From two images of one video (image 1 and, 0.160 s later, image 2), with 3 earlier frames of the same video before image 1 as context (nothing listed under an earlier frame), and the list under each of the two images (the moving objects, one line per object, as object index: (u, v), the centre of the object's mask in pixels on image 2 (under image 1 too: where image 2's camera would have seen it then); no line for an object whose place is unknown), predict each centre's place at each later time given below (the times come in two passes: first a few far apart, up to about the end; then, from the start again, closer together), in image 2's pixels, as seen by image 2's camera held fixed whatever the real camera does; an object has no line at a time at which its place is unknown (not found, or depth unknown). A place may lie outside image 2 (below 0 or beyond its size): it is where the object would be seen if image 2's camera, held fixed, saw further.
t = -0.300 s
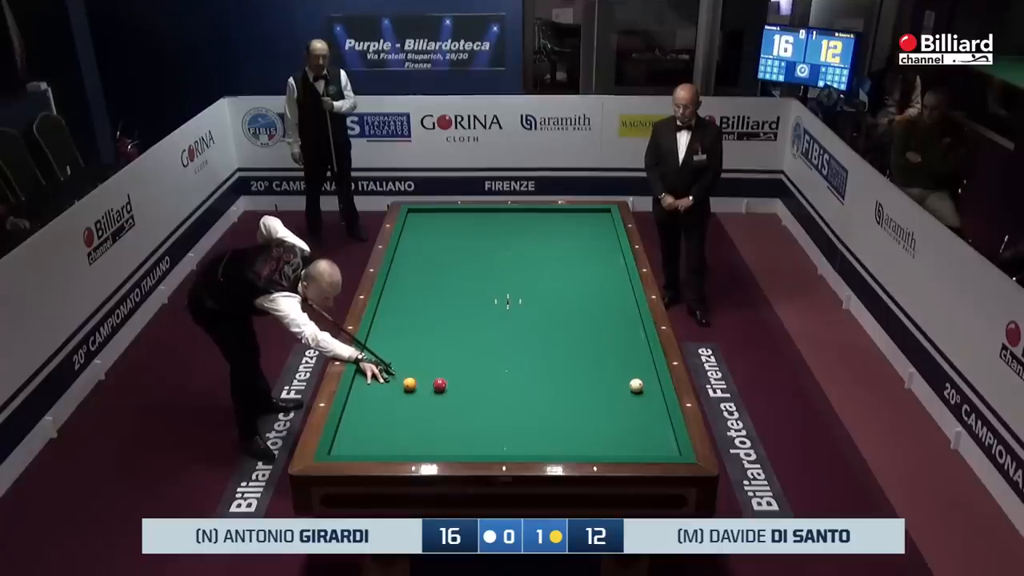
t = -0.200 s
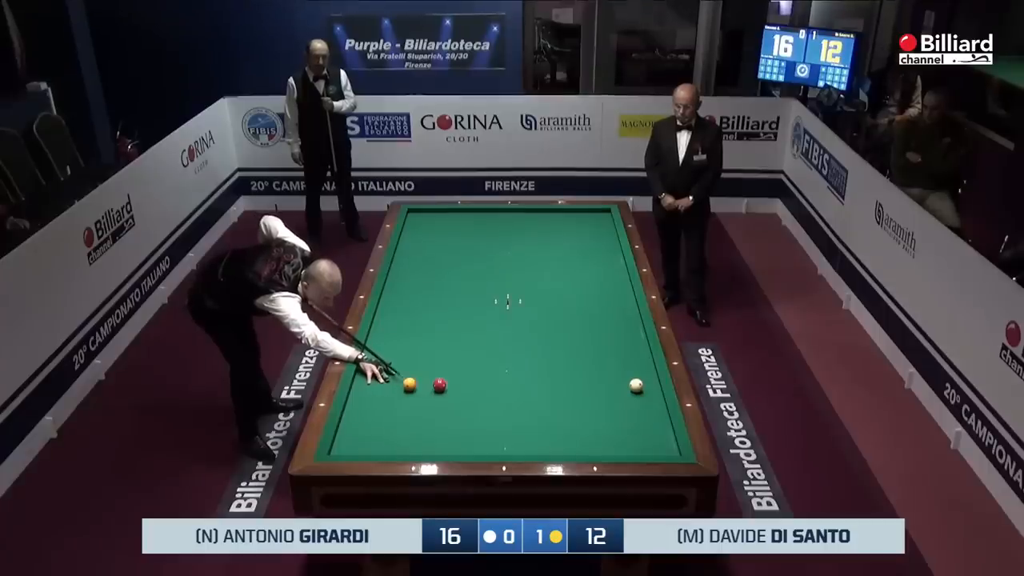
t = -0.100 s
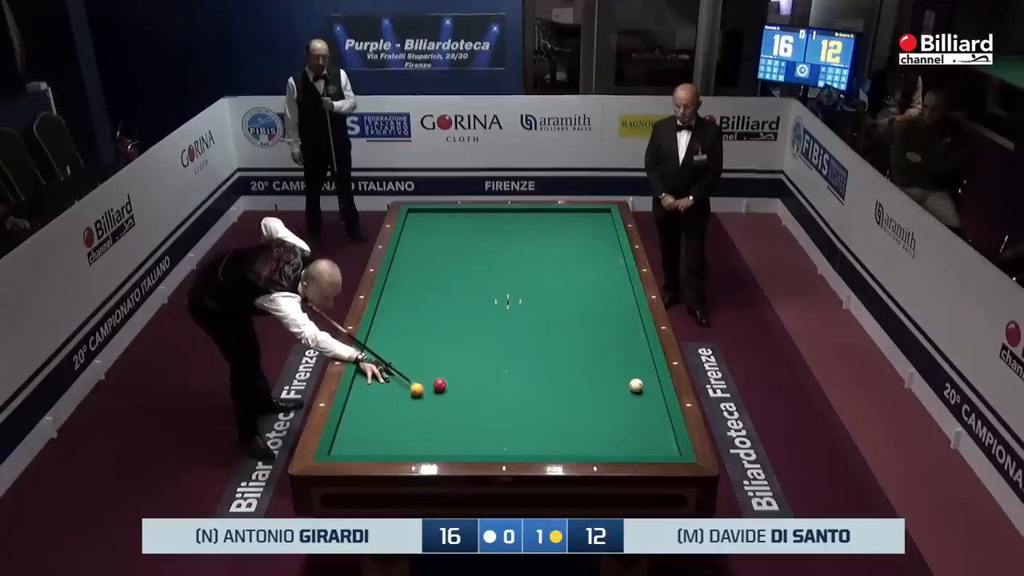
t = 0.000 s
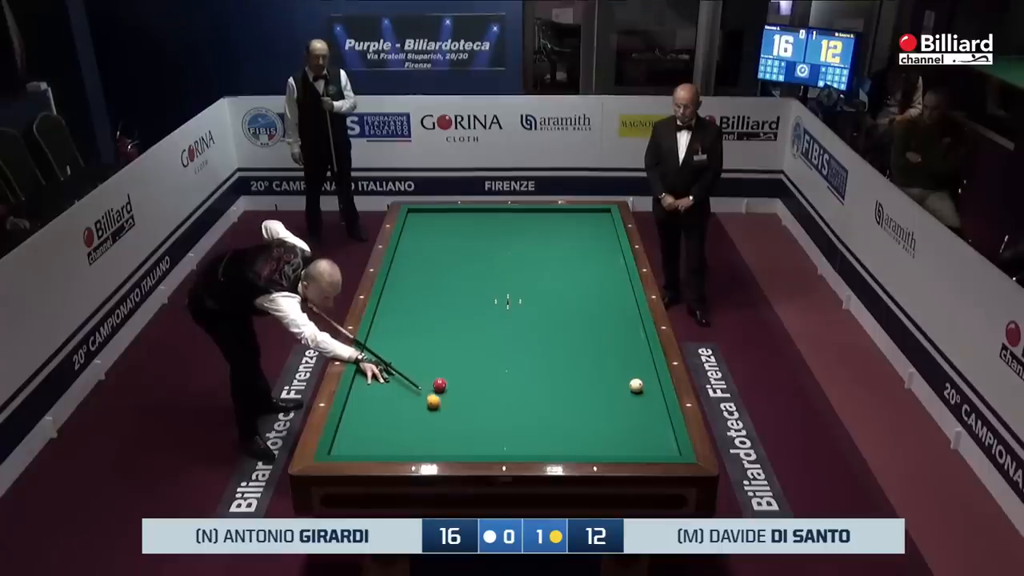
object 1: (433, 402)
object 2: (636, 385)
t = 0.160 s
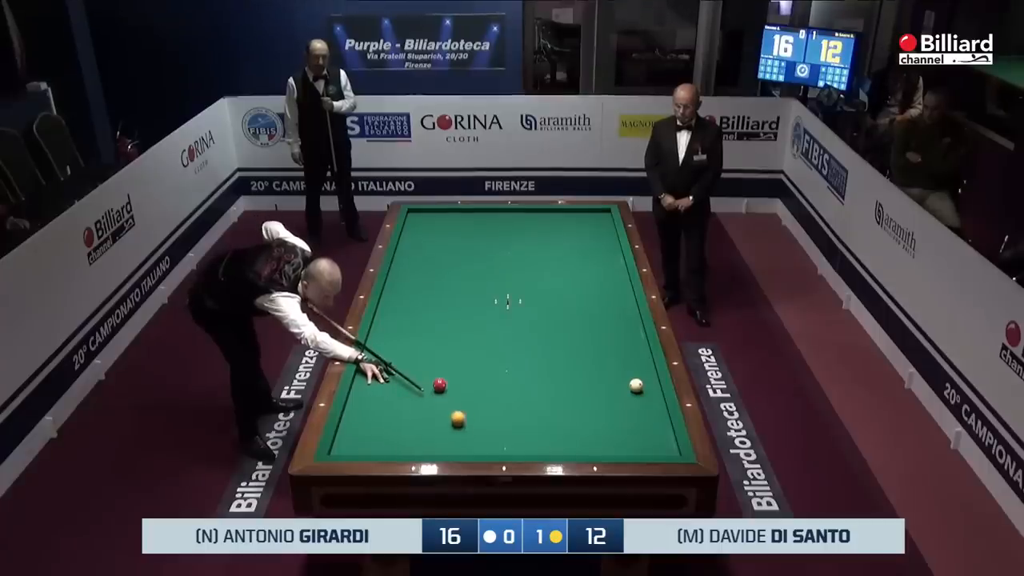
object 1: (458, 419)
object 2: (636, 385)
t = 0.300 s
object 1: (481, 435)
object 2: (636, 385)
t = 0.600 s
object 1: (532, 442)
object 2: (636, 385)
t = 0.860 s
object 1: (574, 425)
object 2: (636, 385)
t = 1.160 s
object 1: (619, 407)
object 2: (636, 385)
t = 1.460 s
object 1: (654, 391)
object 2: (636, 385)
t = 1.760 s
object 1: (649, 380)
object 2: (610, 378)
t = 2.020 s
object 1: (649, 372)
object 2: (588, 372)
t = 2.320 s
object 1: (648, 365)
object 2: (564, 366)
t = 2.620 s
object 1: (645, 357)
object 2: (542, 360)
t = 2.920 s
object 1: (642, 350)
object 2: (520, 354)
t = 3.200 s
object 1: (639, 344)
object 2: (501, 349)
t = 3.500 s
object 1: (636, 337)
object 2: (483, 344)
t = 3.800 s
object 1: (633, 332)
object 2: (465, 339)
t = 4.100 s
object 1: (631, 327)
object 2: (449, 334)
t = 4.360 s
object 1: (629, 324)
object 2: (436, 330)
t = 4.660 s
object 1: (626, 319)
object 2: (421, 326)
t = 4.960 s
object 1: (624, 316)
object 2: (407, 323)
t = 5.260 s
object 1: (623, 313)
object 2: (395, 319)
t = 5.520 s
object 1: (621, 311)
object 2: (384, 316)
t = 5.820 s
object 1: (620, 308)
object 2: (383, 314)
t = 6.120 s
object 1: (619, 306)
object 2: (390, 312)
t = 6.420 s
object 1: (619, 305)
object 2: (396, 311)
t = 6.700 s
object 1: (618, 304)
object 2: (401, 309)
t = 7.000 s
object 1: (617, 303)
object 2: (405, 308)
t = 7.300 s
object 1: (617, 302)
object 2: (409, 307)
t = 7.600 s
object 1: (617, 302)
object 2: (412, 306)
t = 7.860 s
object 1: (617, 302)
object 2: (415, 306)
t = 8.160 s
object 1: (617, 302)
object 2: (417, 305)
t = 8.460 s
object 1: (617, 302)
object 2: (418, 305)
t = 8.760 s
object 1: (617, 302)
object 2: (419, 305)
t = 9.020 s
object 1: (617, 302)
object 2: (419, 305)
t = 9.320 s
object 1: (616, 302)
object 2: (419, 305)
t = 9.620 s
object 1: (616, 302)
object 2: (419, 305)
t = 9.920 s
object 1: (616, 302)
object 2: (419, 305)
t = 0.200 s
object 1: (464, 423)
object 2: (636, 385)
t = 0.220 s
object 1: (468, 426)
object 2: (636, 385)
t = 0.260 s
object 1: (474, 430)
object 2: (636, 385)
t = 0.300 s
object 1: (481, 435)
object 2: (636, 385)
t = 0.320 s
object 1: (484, 437)
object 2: (636, 385)
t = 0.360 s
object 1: (490, 442)
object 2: (636, 385)
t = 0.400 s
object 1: (497, 446)
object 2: (636, 385)
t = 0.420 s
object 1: (501, 447)
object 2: (636, 385)
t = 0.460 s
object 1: (507, 450)
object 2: (636, 385)
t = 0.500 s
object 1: (515, 448)
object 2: (636, 385)
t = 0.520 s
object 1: (518, 447)
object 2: (636, 385)
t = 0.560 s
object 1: (526, 444)
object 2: (636, 385)
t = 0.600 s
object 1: (532, 442)
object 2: (636, 385)
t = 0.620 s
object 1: (536, 441)
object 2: (636, 385)
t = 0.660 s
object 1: (543, 437)
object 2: (636, 385)
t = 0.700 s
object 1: (549, 435)
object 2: (636, 385)
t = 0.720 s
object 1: (552, 434)
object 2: (636, 385)
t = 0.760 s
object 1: (558, 431)
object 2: (636, 385)
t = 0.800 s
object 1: (565, 429)
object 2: (636, 385)
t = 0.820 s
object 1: (568, 427)
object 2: (636, 385)
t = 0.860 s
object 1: (574, 425)
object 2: (636, 385)
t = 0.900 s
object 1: (580, 422)
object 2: (636, 385)
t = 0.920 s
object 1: (583, 421)
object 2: (636, 385)
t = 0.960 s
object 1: (590, 419)
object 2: (636, 385)
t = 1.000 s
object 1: (595, 416)
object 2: (636, 385)
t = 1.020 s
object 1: (598, 415)
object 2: (636, 385)
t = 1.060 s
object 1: (604, 412)
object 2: (636, 385)
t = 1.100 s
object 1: (610, 410)
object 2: (636, 385)
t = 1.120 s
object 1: (613, 409)
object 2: (636, 385)
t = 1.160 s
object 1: (619, 407)
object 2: (636, 385)
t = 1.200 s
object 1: (625, 405)
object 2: (636, 385)
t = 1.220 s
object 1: (627, 404)
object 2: (636, 385)
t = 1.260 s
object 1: (632, 402)
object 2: (636, 385)
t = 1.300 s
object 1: (638, 400)
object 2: (636, 385)
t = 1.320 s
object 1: (641, 398)
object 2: (636, 384)
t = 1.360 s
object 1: (646, 396)
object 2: (636, 385)
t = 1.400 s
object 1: (652, 394)
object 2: (636, 385)
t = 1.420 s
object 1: (654, 393)
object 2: (636, 385)
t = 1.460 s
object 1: (654, 391)
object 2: (636, 385)
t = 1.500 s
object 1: (650, 388)
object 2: (635, 385)
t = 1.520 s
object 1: (650, 388)
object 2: (633, 384)
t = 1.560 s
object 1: (650, 387)
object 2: (628, 383)
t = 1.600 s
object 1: (650, 385)
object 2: (624, 382)
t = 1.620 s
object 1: (650, 385)
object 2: (622, 382)
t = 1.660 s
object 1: (649, 384)
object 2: (619, 381)
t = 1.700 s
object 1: (649, 382)
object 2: (615, 380)
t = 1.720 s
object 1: (649, 382)
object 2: (613, 379)
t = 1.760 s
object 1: (649, 380)
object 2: (610, 378)
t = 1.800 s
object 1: (649, 379)
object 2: (606, 377)
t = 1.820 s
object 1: (649, 378)
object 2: (605, 377)
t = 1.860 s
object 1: (649, 377)
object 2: (601, 376)
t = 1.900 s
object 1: (649, 376)
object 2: (598, 375)
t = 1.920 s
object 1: (649, 375)
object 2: (596, 374)
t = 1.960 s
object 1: (649, 374)
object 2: (593, 373)
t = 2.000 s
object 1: (649, 373)
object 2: (589, 373)
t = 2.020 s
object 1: (649, 372)
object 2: (588, 372)
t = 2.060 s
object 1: (648, 371)
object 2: (584, 371)
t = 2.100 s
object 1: (649, 370)
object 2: (581, 371)
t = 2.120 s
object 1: (648, 370)
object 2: (580, 370)
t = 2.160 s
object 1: (648, 368)
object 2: (577, 369)
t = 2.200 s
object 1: (648, 368)
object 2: (573, 368)
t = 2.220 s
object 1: (648, 367)
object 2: (572, 368)
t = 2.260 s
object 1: (648, 366)
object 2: (569, 367)
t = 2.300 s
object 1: (648, 365)
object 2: (566, 366)
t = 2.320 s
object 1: (648, 365)
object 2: (564, 366)
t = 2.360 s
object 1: (648, 363)
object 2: (561, 365)
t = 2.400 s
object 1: (647, 363)
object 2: (558, 364)
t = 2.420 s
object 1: (647, 362)
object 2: (556, 364)
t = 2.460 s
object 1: (647, 361)
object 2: (553, 363)
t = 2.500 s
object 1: (646, 360)
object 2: (550, 362)
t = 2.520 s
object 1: (646, 359)
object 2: (549, 362)
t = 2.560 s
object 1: (646, 358)
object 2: (546, 361)
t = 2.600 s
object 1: (645, 357)
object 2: (543, 360)
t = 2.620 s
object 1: (645, 357)
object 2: (542, 360)
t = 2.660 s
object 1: (645, 356)
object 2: (539, 359)
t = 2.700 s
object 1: (645, 355)
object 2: (536, 358)
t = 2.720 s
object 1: (644, 354)
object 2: (534, 358)
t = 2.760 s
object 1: (644, 353)
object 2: (531, 357)
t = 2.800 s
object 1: (643, 353)
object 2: (529, 356)
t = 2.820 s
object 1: (643, 352)
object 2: (527, 356)
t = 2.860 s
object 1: (643, 351)
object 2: (524, 355)
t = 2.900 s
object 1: (642, 350)
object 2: (522, 355)
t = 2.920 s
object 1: (642, 350)
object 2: (520, 354)
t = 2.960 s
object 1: (641, 349)
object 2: (518, 353)
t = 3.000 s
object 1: (641, 348)
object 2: (515, 353)
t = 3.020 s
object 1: (641, 347)
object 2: (514, 352)
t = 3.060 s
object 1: (640, 347)
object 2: (511, 352)
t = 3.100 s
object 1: (640, 346)
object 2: (508, 351)
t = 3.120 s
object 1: (640, 345)
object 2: (507, 350)
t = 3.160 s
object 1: (639, 344)
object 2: (504, 350)
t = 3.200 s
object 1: (639, 344)
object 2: (501, 349)
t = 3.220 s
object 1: (638, 343)
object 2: (500, 349)
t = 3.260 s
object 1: (638, 342)
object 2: (498, 348)
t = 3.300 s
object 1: (638, 342)
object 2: (495, 347)
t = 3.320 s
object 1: (637, 341)
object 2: (494, 347)
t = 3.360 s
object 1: (637, 340)
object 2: (491, 346)
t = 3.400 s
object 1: (637, 339)
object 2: (489, 346)
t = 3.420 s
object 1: (636, 339)
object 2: (488, 345)
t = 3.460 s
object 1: (636, 338)
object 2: (485, 344)
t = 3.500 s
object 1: (636, 337)
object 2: (483, 344)
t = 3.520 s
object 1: (635, 337)
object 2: (482, 343)
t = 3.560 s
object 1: (635, 336)
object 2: (479, 343)
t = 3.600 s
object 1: (634, 336)
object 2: (477, 342)
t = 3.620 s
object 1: (634, 335)
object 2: (476, 342)
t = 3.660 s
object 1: (634, 334)
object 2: (474, 341)
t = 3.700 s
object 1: (634, 334)
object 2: (471, 340)
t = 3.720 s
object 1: (633, 333)
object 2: (470, 340)
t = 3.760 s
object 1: (633, 333)
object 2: (468, 339)
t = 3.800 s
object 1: (633, 332)
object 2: (465, 339)
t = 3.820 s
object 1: (633, 332)
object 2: (464, 338)
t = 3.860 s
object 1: (632, 331)
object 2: (462, 338)
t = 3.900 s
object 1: (632, 330)
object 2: (460, 337)
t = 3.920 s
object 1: (632, 330)
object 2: (459, 337)
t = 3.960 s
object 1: (632, 329)
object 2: (456, 336)
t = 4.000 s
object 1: (631, 329)
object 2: (454, 336)
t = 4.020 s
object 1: (631, 328)
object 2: (453, 335)
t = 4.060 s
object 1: (631, 328)
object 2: (451, 335)
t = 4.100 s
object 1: (631, 327)
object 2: (449, 334)
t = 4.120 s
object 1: (630, 327)
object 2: (448, 334)
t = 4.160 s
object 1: (630, 326)
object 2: (446, 333)
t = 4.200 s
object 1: (630, 326)
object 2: (444, 333)
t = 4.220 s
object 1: (629, 325)
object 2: (443, 332)
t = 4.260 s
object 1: (629, 325)
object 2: (441, 332)
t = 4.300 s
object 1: (629, 324)
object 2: (439, 331)
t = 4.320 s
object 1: (629, 324)
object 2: (438, 331)
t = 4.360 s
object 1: (629, 324)
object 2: (436, 330)
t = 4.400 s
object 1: (628, 323)
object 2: (434, 330)
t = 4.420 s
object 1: (628, 323)
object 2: (433, 330)
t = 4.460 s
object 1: (628, 322)
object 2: (431, 329)
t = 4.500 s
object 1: (628, 322)
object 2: (429, 328)
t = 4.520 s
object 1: (627, 321)
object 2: (428, 328)
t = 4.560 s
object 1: (627, 321)
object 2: (426, 327)
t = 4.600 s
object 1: (627, 320)
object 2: (424, 327)
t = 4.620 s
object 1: (626, 320)
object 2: (423, 327)
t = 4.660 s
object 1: (626, 319)
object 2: (421, 326)
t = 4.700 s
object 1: (626, 319)
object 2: (419, 326)
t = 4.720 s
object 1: (626, 319)
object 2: (418, 326)
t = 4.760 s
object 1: (626, 318)
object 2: (417, 325)
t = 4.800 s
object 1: (625, 318)
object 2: (415, 325)
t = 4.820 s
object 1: (625, 317)
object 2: (414, 324)
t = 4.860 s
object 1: (625, 317)
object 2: (412, 324)
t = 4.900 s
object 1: (625, 316)
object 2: (410, 323)
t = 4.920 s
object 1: (625, 316)
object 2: (409, 323)
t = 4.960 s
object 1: (624, 316)
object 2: (407, 323)
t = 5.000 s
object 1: (624, 316)
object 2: (406, 322)
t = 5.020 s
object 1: (624, 315)
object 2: (405, 322)
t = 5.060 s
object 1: (624, 315)
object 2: (403, 321)
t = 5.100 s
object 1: (624, 314)
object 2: (401, 321)
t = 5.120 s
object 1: (623, 314)
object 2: (401, 321)
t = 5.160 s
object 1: (623, 314)
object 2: (399, 320)
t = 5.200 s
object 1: (623, 314)
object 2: (397, 320)
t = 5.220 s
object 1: (623, 313)
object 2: (396, 320)
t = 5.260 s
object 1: (623, 313)
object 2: (395, 319)
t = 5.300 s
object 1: (623, 313)
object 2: (393, 319)
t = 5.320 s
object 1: (622, 312)
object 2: (392, 319)
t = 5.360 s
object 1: (622, 312)
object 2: (391, 318)
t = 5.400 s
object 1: (622, 312)
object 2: (389, 318)
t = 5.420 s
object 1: (622, 312)
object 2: (388, 317)
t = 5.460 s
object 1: (622, 311)
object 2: (386, 317)
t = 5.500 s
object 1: (621, 311)
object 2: (385, 316)
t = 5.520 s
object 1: (621, 311)
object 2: (384, 316)
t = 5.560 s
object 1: (621, 310)
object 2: (383, 316)
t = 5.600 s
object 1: (621, 310)
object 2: (381, 315)
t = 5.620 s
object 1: (621, 310)
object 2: (381, 315)
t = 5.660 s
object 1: (621, 309)
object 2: (379, 315)
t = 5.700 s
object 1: (621, 309)
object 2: (380, 314)
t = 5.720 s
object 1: (621, 309)
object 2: (380, 314)
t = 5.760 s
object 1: (620, 309)
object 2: (381, 314)
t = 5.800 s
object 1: (620, 308)
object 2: (382, 314)
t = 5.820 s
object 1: (620, 308)
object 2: (383, 314)
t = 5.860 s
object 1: (620, 308)
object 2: (384, 314)
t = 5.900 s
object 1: (620, 308)
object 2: (385, 313)
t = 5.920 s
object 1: (620, 308)
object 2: (385, 313)
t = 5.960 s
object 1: (620, 307)
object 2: (386, 313)
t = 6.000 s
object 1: (620, 307)
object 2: (387, 313)
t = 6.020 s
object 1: (620, 307)
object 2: (387, 313)
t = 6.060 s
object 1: (620, 307)
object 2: (389, 312)
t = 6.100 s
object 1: (619, 306)
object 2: (389, 312)
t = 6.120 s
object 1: (619, 306)
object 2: (390, 312)
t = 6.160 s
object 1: (620, 306)
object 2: (390, 312)
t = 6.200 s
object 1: (619, 306)
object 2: (391, 312)
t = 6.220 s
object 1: (619, 306)
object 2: (392, 311)
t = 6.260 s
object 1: (619, 305)
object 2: (393, 311)
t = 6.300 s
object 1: (619, 305)
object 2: (393, 311)
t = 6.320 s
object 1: (619, 305)
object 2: (394, 311)
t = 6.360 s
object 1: (619, 305)
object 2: (395, 311)
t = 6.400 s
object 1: (619, 305)
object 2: (395, 311)
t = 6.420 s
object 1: (619, 305)
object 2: (396, 311)
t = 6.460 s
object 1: (619, 305)
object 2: (396, 311)
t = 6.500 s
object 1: (619, 305)
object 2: (397, 310)
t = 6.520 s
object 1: (619, 304)
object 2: (398, 310)
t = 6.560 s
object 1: (619, 304)
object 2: (398, 310)
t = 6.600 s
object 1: (618, 304)
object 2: (399, 310)
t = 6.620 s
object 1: (618, 304)
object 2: (399, 310)
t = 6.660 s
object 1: (618, 304)
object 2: (400, 310)
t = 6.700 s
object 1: (618, 304)
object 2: (401, 309)
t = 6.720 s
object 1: (618, 304)
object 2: (401, 309)
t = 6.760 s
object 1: (618, 304)
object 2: (401, 309)
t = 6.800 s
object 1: (618, 303)
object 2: (402, 309)
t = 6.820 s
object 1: (618, 303)
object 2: (403, 309)
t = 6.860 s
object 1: (618, 303)
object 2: (403, 309)
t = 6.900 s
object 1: (618, 303)
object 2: (404, 308)
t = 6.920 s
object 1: (618, 303)
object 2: (404, 308)
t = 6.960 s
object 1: (618, 303)
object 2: (404, 308)
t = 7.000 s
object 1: (617, 303)
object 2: (405, 308)
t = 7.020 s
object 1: (617, 303)
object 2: (406, 308)
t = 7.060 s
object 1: (617, 303)
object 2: (406, 308)
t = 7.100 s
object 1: (617, 303)
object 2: (407, 308)
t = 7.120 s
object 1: (617, 303)
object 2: (407, 308)
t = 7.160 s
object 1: (617, 303)
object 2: (407, 307)
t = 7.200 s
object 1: (617, 303)
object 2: (408, 307)
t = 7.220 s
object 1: (617, 302)
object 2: (408, 307)
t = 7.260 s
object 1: (617, 302)
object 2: (409, 307)
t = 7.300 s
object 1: (617, 302)
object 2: (409, 307)
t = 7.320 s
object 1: (617, 302)
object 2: (409, 307)
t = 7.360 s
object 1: (617, 302)
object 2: (410, 307)
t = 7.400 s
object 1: (617, 302)
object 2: (410, 307)
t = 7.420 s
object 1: (617, 302)
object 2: (410, 307)
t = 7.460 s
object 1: (617, 302)
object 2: (411, 307)
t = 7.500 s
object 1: (617, 302)
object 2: (411, 307)
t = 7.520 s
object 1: (617, 302)
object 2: (412, 307)
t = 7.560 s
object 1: (617, 302)
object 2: (412, 306)
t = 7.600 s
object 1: (617, 302)
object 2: (412, 306)
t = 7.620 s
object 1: (617, 302)
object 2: (413, 306)
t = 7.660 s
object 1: (617, 302)
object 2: (413, 306)
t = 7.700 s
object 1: (617, 302)
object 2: (413, 306)
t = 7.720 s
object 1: (617, 302)
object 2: (414, 306)
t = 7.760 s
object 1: (617, 302)
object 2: (414, 306)
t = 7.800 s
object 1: (617, 302)
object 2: (414, 306)
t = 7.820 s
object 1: (617, 302)
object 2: (415, 306)
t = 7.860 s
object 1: (617, 302)
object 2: (415, 306)
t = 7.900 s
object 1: (617, 302)
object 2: (415, 306)
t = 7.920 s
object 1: (617, 302)
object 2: (415, 306)
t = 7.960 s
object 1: (617, 302)
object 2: (416, 305)
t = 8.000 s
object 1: (617, 302)
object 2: (416, 305)
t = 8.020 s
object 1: (617, 302)
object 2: (416, 305)
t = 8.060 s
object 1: (617, 302)
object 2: (416, 305)
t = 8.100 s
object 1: (617, 302)
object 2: (416, 305)
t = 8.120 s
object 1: (617, 302)
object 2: (416, 305)
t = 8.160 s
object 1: (617, 302)
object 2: (417, 305)
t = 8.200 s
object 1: (617, 302)
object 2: (417, 305)
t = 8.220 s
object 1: (617, 302)
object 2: (417, 305)
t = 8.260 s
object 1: (616, 302)
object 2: (417, 305)
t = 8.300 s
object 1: (617, 302)
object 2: (417, 305)
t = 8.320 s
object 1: (617, 302)
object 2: (417, 305)
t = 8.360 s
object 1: (617, 302)
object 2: (418, 305)
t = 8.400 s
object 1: (617, 302)
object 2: (418, 305)
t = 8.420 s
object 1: (617, 302)
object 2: (418, 305)
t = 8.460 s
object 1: (617, 302)
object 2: (418, 305)
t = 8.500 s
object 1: (617, 302)
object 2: (418, 305)
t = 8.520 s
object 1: (617, 302)
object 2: (418, 305)
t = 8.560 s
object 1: (617, 302)
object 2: (419, 305)
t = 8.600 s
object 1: (617, 302)
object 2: (419, 305)
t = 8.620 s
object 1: (617, 302)
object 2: (419, 305)
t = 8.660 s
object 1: (616, 302)
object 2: (419, 305)
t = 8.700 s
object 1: (617, 302)
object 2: (419, 305)
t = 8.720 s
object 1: (617, 302)
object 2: (419, 305)
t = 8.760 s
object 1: (617, 302)
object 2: (419, 305)
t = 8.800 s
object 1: (616, 302)
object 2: (419, 305)
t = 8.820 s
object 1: (617, 302)
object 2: (419, 305)
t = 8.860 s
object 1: (617, 302)
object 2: (419, 305)
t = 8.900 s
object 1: (617, 302)
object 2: (419, 305)
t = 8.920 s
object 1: (616, 302)
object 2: (419, 305)
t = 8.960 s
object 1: (617, 302)
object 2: (419, 305)
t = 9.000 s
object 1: (616, 302)
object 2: (419, 305)
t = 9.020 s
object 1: (617, 302)
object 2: (419, 305)
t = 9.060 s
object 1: (616, 302)
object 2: (419, 305)
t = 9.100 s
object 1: (617, 302)
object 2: (419, 305)
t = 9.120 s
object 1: (617, 302)
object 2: (419, 305)
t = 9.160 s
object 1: (616, 302)
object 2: (419, 305)
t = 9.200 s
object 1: (616, 302)
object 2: (419, 305)
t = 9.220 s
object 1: (617, 302)
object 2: (419, 305)
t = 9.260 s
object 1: (616, 302)
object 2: (419, 305)
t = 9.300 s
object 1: (616, 302)
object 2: (419, 305)
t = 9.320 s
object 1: (616, 302)
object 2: (419, 305)
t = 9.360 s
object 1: (616, 302)
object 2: (419, 305)
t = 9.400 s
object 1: (616, 302)
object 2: (419, 305)
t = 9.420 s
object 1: (617, 302)
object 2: (419, 305)
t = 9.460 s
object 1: (617, 302)
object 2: (419, 305)
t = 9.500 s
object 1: (616, 302)
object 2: (419, 305)
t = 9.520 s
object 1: (616, 302)
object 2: (419, 305)
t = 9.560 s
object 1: (617, 302)
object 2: (419, 305)
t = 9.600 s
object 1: (616, 302)
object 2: (419, 305)
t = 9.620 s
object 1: (616, 302)
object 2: (419, 305)
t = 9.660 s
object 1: (616, 302)
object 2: (419, 305)
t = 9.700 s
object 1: (616, 302)
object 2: (419, 305)
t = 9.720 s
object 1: (617, 302)
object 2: (419, 305)
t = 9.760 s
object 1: (617, 302)
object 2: (419, 305)
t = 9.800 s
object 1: (616, 302)
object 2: (419, 305)
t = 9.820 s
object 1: (616, 302)
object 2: (419, 305)
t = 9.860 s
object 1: (616, 302)
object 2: (419, 305)
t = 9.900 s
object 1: (616, 302)
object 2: (419, 305)
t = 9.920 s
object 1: (616, 302)
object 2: (419, 305)
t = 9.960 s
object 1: (616, 302)
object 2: (419, 305)
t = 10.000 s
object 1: (616, 302)
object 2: (419, 305)
